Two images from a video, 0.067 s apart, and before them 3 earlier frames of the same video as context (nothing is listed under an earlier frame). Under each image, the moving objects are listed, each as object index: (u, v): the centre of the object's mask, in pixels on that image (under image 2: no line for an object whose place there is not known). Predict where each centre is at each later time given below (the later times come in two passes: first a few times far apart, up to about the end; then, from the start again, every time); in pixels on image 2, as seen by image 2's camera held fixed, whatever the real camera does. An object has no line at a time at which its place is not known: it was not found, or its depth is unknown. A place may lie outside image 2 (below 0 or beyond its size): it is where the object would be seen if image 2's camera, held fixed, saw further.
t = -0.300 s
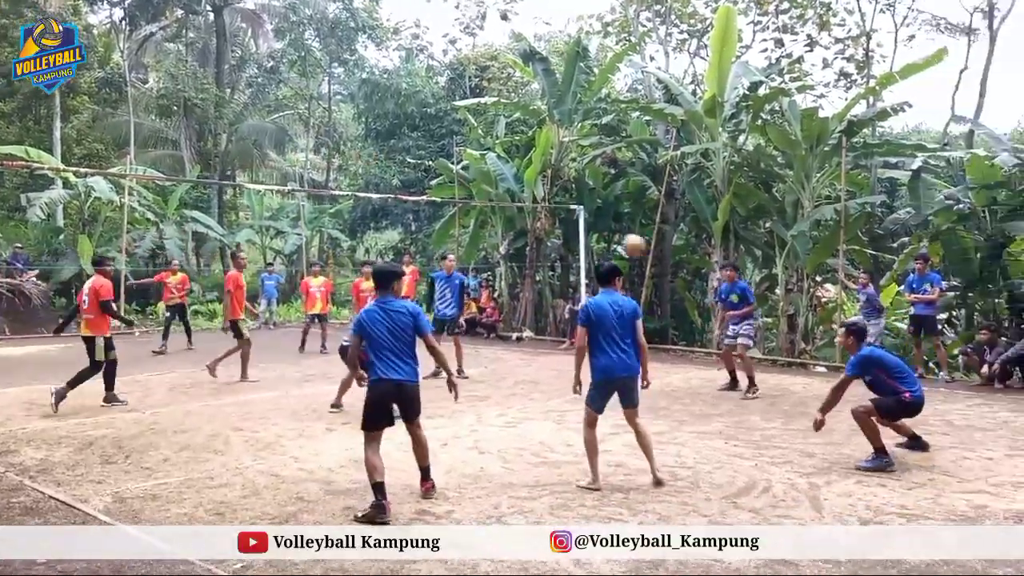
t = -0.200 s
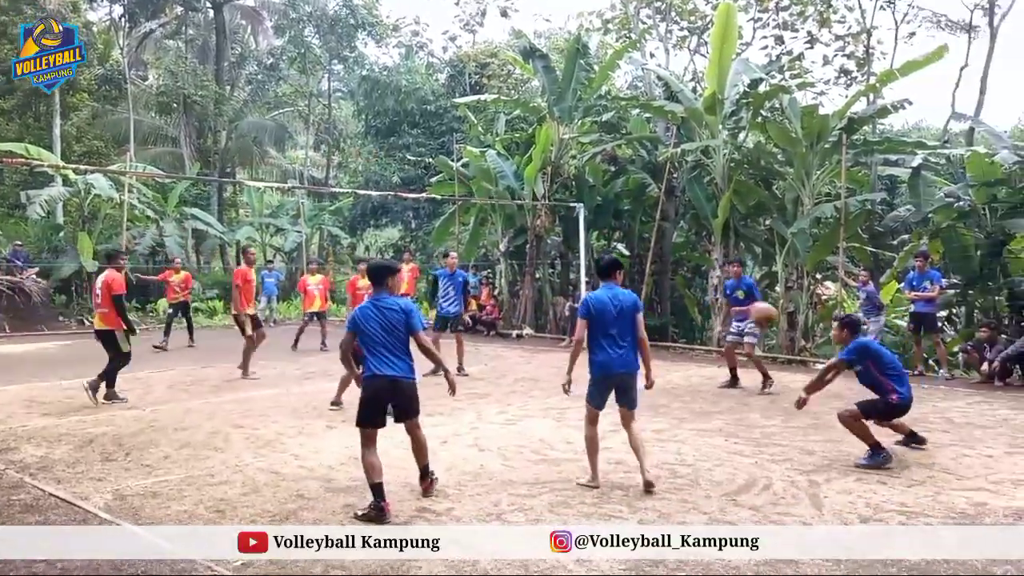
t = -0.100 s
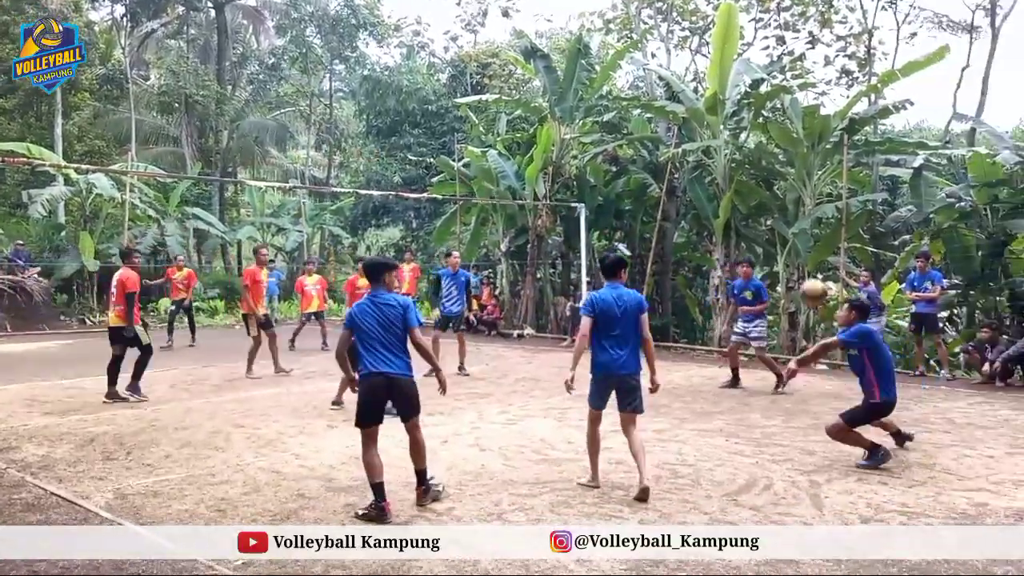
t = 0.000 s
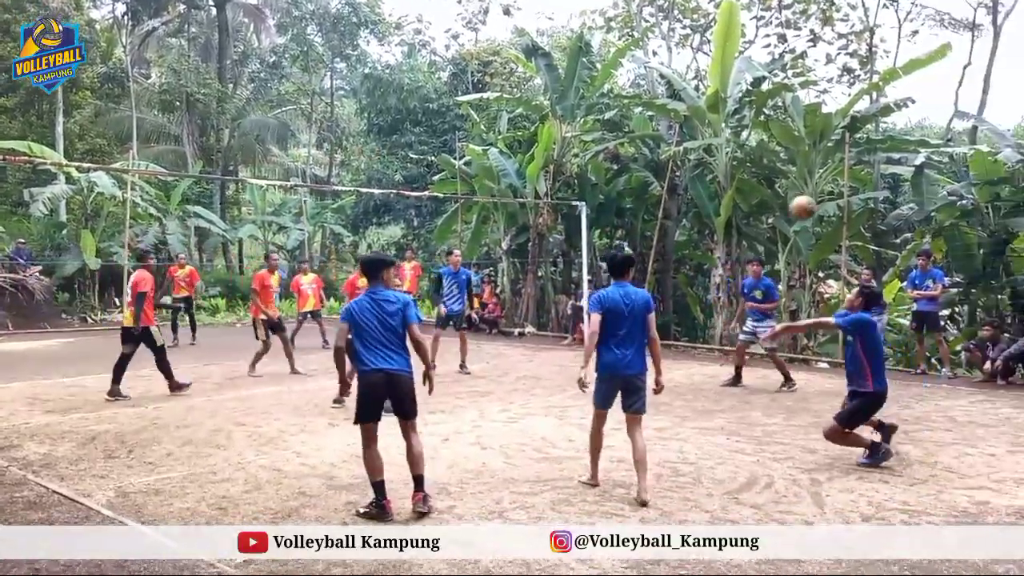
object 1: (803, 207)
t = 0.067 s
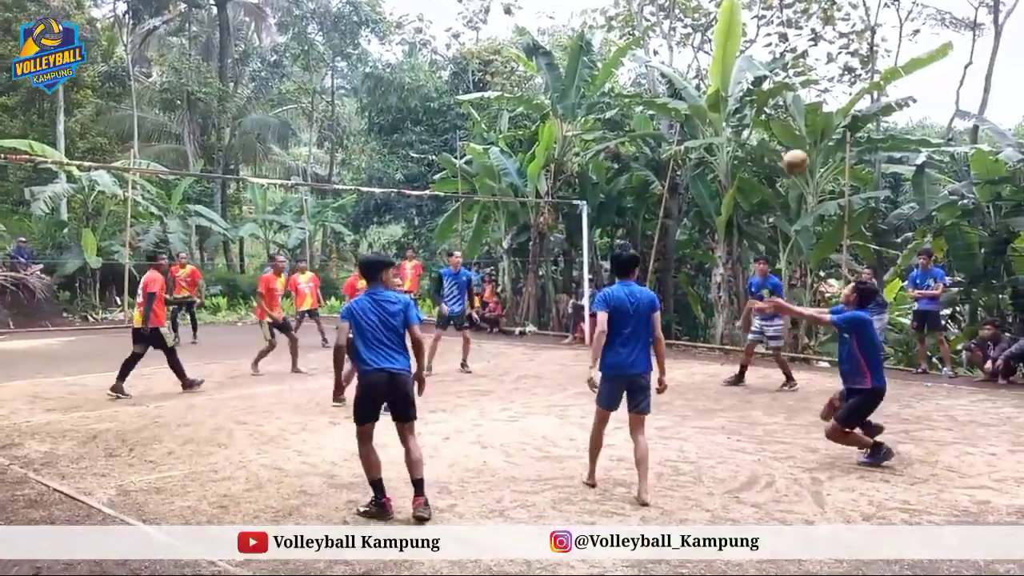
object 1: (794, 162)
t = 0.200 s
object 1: (782, 93)
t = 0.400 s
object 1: (767, 37)
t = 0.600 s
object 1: (753, 26)
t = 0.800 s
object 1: (741, 55)
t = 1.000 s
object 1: (731, 116)
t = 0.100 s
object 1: (792, 142)
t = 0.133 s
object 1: (789, 124)
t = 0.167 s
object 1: (786, 107)
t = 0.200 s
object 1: (782, 93)
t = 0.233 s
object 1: (780, 80)
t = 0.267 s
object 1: (777, 69)
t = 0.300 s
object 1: (774, 59)
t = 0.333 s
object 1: (773, 50)
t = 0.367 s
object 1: (769, 43)
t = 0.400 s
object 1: (767, 37)
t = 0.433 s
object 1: (764, 32)
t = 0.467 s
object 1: (761, 28)
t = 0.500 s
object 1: (759, 26)
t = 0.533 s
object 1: (757, 25)
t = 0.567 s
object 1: (755, 25)
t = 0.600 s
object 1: (753, 26)
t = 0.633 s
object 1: (750, 29)
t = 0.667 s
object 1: (749, 32)
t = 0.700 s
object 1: (747, 36)
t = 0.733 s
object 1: (745, 41)
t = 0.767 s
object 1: (743, 47)
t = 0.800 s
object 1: (741, 55)
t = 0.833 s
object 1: (739, 63)
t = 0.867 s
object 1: (737, 71)
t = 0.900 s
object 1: (736, 81)
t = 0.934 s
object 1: (733, 92)
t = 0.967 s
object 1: (732, 103)
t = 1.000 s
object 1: (731, 116)
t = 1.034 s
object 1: (730, 129)
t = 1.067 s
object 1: (727, 142)
